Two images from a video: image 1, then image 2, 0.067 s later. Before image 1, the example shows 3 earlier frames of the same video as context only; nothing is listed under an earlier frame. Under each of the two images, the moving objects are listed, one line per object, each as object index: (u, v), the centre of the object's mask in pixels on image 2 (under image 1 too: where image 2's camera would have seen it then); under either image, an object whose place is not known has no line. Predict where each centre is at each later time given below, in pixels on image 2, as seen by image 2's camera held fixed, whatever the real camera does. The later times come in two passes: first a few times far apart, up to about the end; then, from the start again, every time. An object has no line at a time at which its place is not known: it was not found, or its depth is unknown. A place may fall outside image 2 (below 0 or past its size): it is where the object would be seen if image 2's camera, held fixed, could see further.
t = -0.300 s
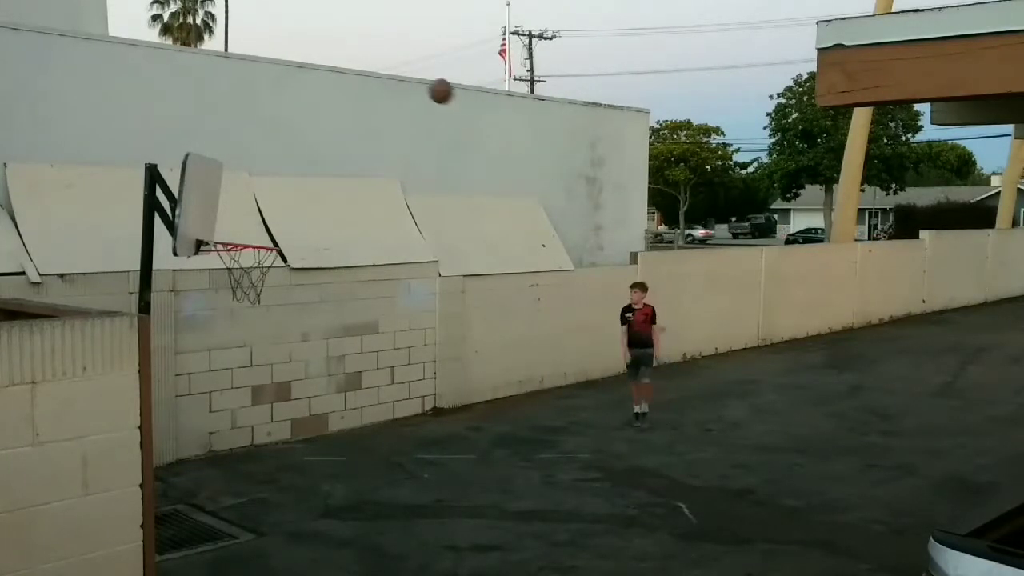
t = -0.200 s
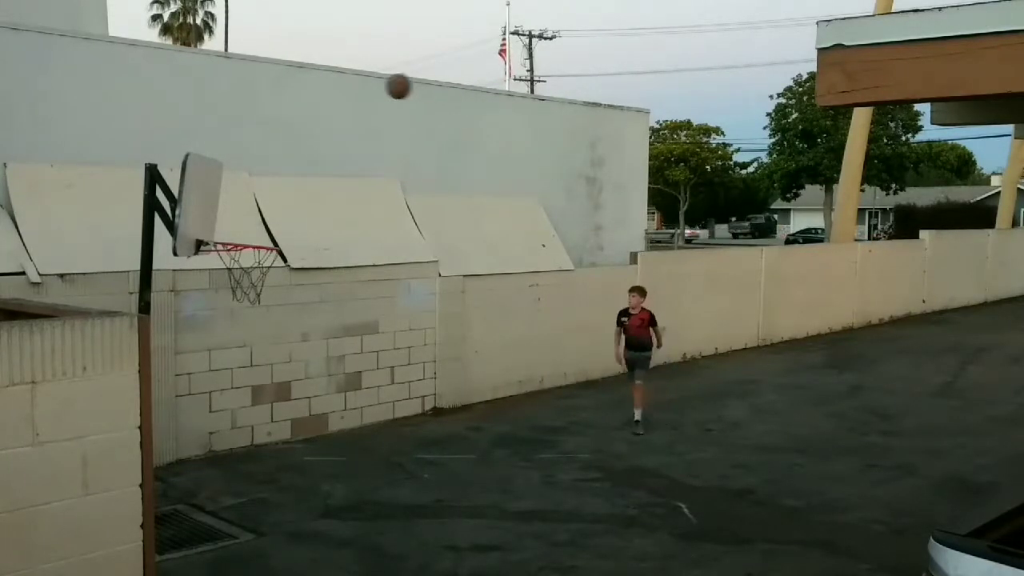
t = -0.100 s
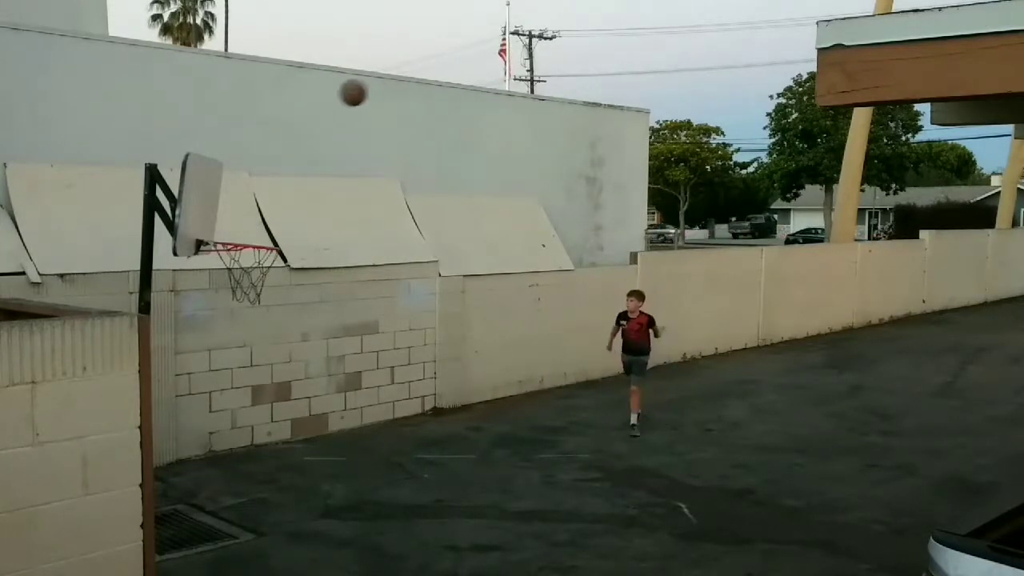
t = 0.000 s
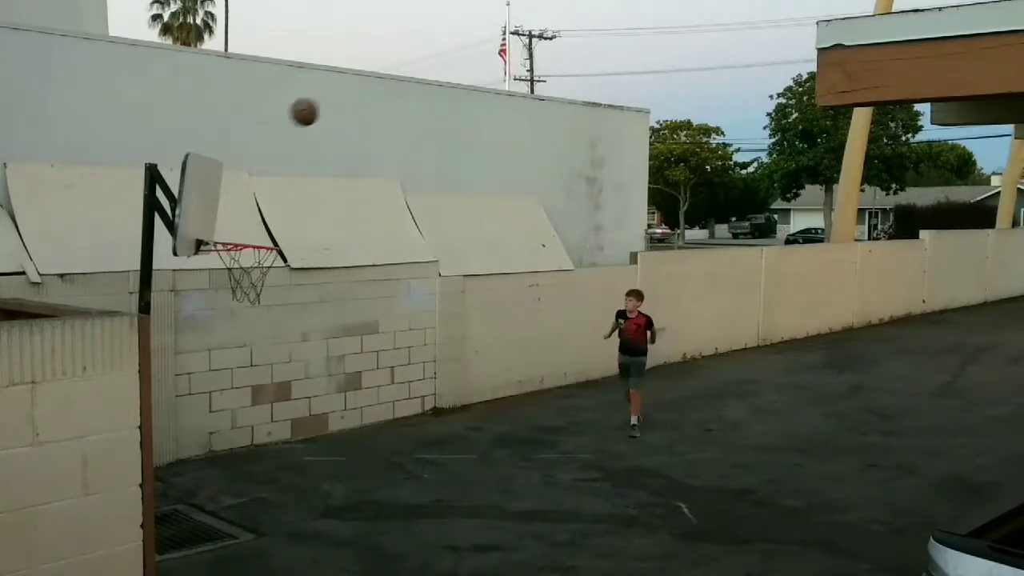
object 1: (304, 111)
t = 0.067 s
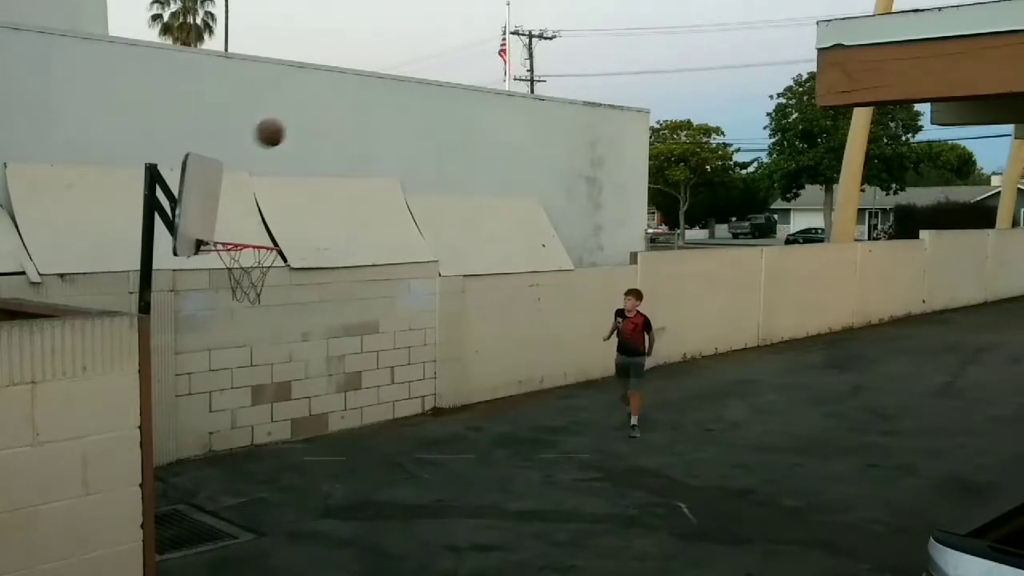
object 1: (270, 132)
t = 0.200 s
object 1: (210, 193)
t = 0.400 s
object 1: (218, 313)
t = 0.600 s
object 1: (223, 500)
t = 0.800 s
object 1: (251, 442)
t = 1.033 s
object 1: (295, 323)
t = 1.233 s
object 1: (332, 283)
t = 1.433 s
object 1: (371, 300)
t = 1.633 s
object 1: (408, 373)
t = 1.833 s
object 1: (447, 503)
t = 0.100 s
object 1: (252, 146)
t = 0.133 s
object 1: (234, 160)
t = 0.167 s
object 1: (215, 177)
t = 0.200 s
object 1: (210, 193)
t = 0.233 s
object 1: (211, 208)
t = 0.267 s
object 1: (212, 226)
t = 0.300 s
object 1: (213, 245)
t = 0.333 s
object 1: (214, 267)
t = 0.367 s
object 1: (216, 289)
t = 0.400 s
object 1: (218, 313)
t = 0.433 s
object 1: (219, 338)
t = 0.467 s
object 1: (220, 367)
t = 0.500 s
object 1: (220, 396)
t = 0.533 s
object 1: (222, 427)
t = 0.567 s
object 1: (223, 463)
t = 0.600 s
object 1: (223, 500)
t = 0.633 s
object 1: (226, 537)
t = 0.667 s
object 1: (228, 543)
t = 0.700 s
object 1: (232, 514)
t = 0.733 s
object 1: (240, 494)
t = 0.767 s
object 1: (244, 465)
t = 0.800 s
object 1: (251, 442)
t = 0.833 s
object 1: (257, 419)
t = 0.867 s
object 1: (264, 399)
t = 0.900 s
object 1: (270, 381)
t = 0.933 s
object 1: (276, 363)
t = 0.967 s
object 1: (282, 348)
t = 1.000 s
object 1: (288, 335)
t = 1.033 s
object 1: (295, 323)
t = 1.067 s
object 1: (301, 312)
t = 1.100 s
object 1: (307, 303)
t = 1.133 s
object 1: (314, 296)
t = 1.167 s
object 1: (320, 290)
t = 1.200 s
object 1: (326, 285)
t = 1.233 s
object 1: (332, 283)
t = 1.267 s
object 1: (339, 282)
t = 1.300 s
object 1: (345, 283)
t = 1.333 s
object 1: (352, 284)
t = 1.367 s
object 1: (358, 288)
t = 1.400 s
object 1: (364, 294)
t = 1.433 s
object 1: (371, 300)
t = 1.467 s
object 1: (377, 309)
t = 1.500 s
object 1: (383, 318)
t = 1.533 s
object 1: (389, 329)
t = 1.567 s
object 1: (396, 342)
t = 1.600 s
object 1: (402, 357)
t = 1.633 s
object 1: (408, 373)
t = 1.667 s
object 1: (414, 391)
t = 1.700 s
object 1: (421, 410)
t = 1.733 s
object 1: (426, 431)
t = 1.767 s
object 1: (433, 451)
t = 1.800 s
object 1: (438, 474)
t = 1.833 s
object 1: (447, 503)
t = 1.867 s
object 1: (452, 532)
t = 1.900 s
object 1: (455, 530)
